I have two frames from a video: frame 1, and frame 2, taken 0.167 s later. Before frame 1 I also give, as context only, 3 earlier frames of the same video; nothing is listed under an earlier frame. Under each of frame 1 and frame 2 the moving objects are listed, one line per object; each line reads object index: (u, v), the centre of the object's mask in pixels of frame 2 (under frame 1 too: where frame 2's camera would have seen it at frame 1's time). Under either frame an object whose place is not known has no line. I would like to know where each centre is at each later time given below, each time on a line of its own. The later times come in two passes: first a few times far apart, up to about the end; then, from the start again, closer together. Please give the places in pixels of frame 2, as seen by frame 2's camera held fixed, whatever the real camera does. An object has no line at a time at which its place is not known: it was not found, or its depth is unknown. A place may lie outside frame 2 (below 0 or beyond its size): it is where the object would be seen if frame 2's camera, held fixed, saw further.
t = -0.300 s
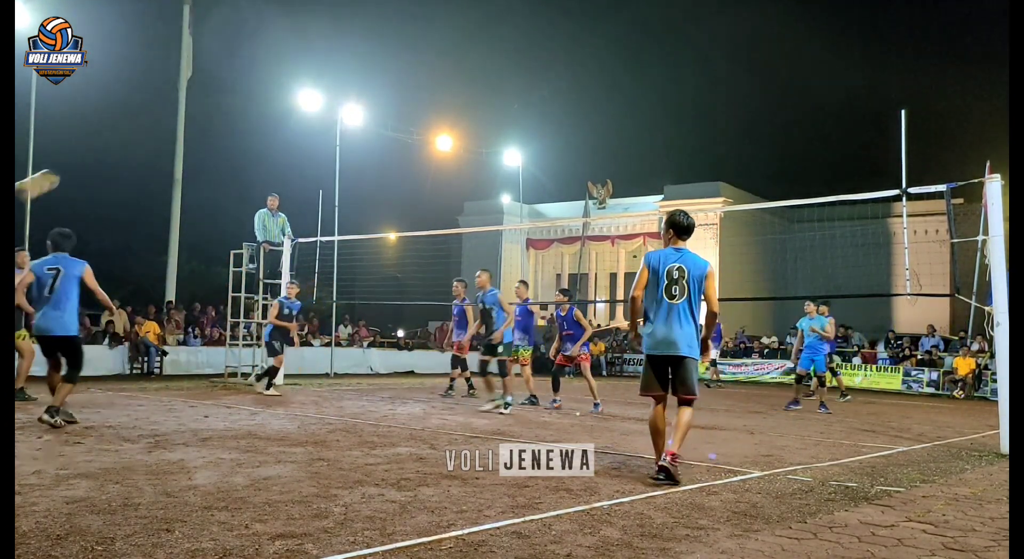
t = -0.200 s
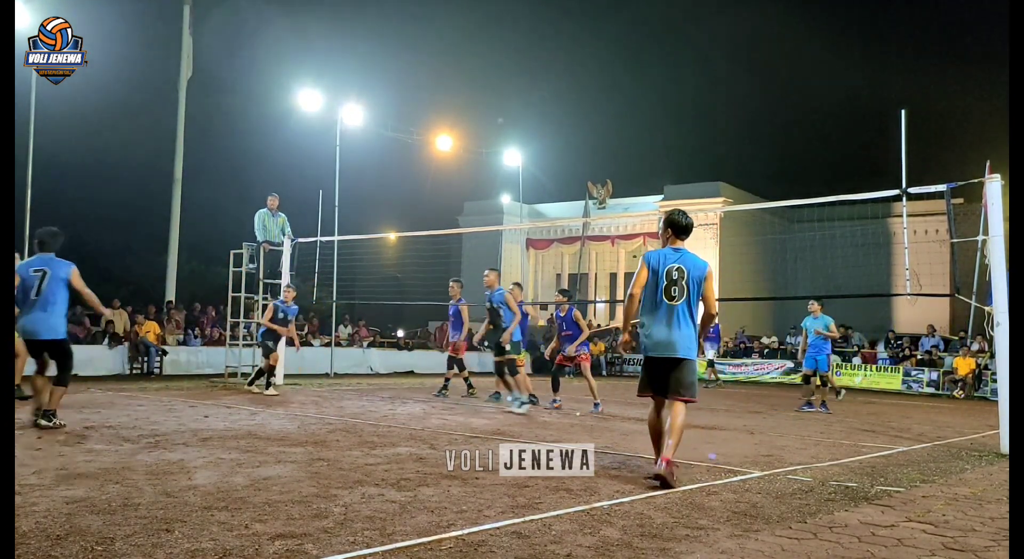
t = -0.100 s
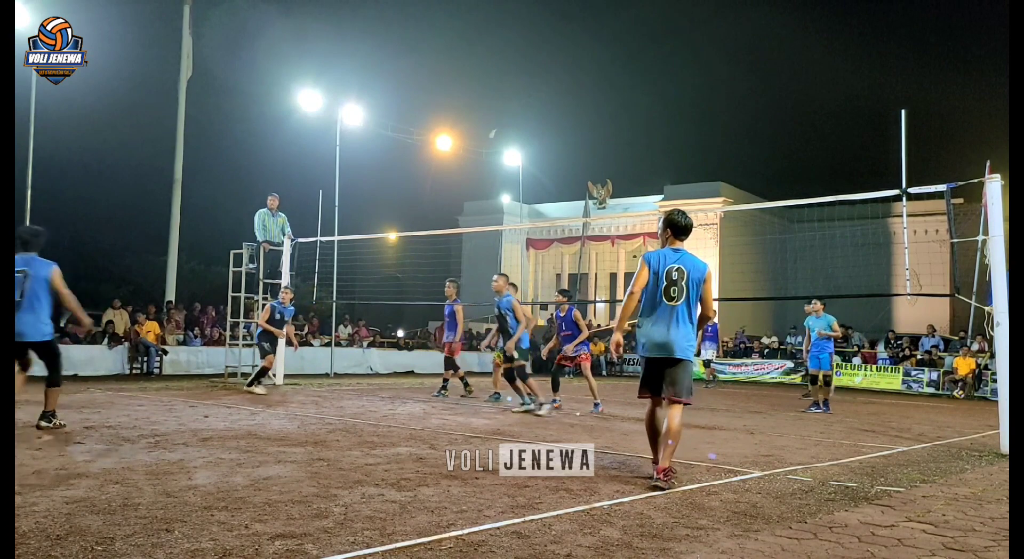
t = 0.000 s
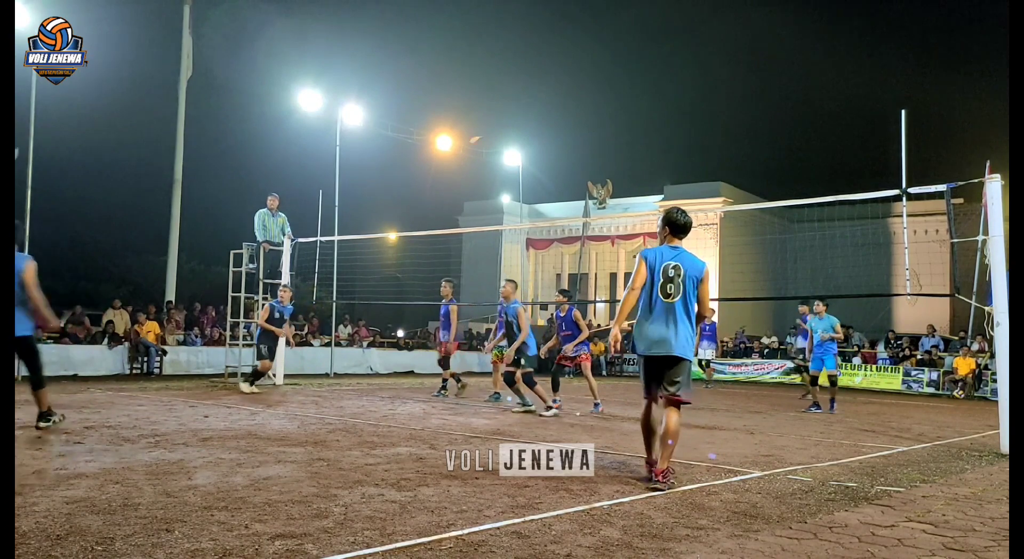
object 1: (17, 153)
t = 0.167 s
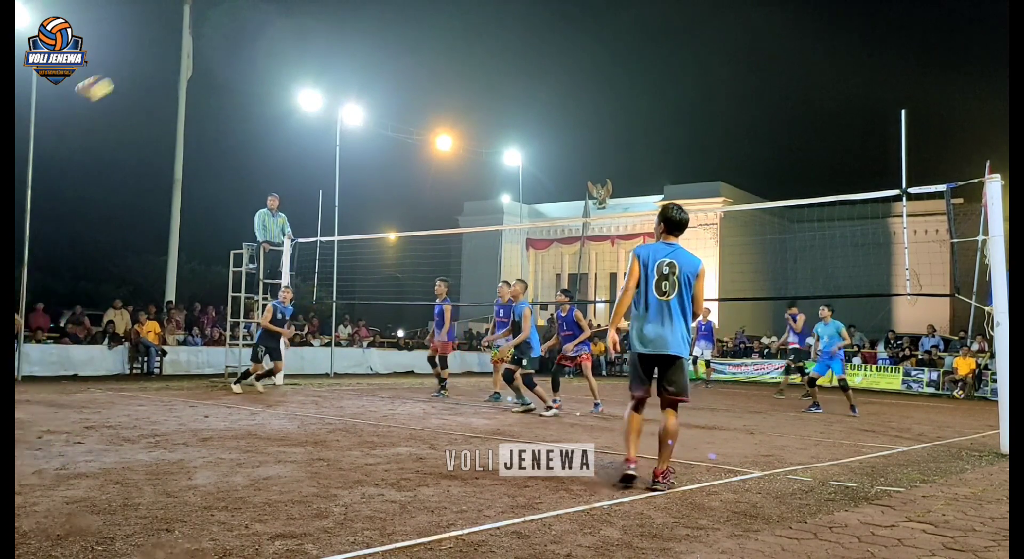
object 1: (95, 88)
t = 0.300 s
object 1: (164, 57)
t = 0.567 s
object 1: (285, 49)
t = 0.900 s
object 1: (410, 123)
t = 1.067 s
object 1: (462, 190)
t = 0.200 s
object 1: (114, 79)
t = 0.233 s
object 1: (130, 70)
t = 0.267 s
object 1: (147, 63)
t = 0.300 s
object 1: (164, 57)
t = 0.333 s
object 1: (180, 52)
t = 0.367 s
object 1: (197, 49)
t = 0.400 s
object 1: (211, 47)
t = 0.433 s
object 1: (227, 46)
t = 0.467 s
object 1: (242, 45)
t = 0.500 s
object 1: (257, 45)
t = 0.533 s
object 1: (271, 47)
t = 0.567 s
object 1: (285, 49)
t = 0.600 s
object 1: (298, 52)
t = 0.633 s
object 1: (312, 57)
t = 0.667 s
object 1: (325, 62)
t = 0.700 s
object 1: (338, 69)
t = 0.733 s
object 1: (349, 75)
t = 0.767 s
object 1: (362, 83)
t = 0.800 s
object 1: (375, 92)
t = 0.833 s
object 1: (386, 102)
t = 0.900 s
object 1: (410, 123)
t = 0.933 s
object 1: (419, 134)
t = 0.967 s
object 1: (425, 146)
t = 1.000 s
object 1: (441, 160)
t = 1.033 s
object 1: (453, 176)
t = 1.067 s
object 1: (462, 190)
